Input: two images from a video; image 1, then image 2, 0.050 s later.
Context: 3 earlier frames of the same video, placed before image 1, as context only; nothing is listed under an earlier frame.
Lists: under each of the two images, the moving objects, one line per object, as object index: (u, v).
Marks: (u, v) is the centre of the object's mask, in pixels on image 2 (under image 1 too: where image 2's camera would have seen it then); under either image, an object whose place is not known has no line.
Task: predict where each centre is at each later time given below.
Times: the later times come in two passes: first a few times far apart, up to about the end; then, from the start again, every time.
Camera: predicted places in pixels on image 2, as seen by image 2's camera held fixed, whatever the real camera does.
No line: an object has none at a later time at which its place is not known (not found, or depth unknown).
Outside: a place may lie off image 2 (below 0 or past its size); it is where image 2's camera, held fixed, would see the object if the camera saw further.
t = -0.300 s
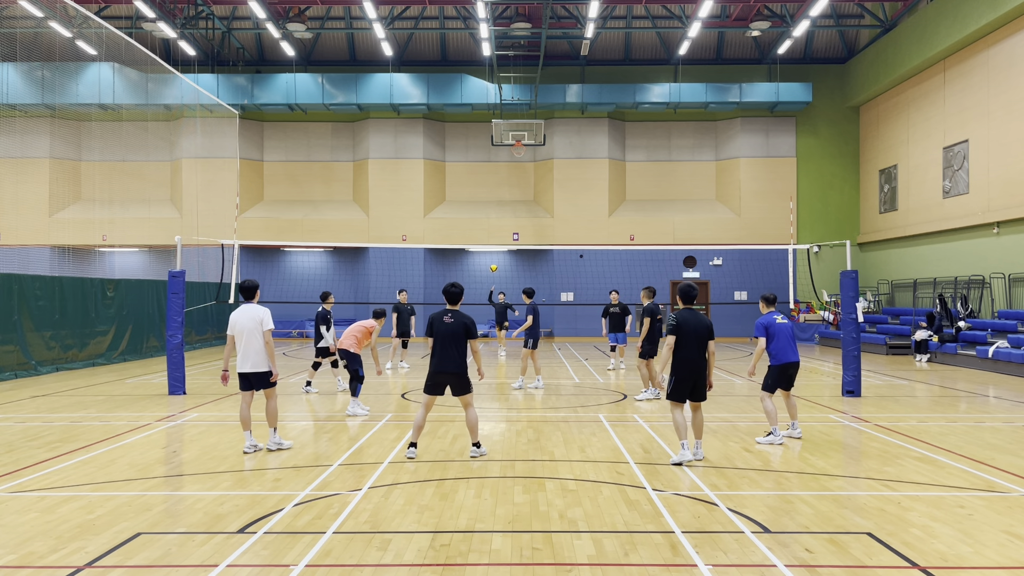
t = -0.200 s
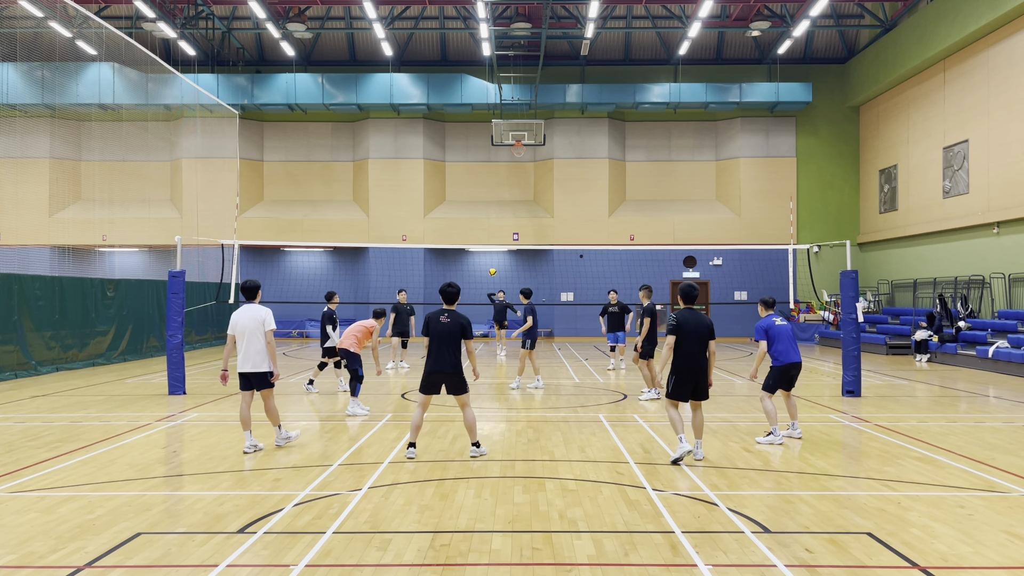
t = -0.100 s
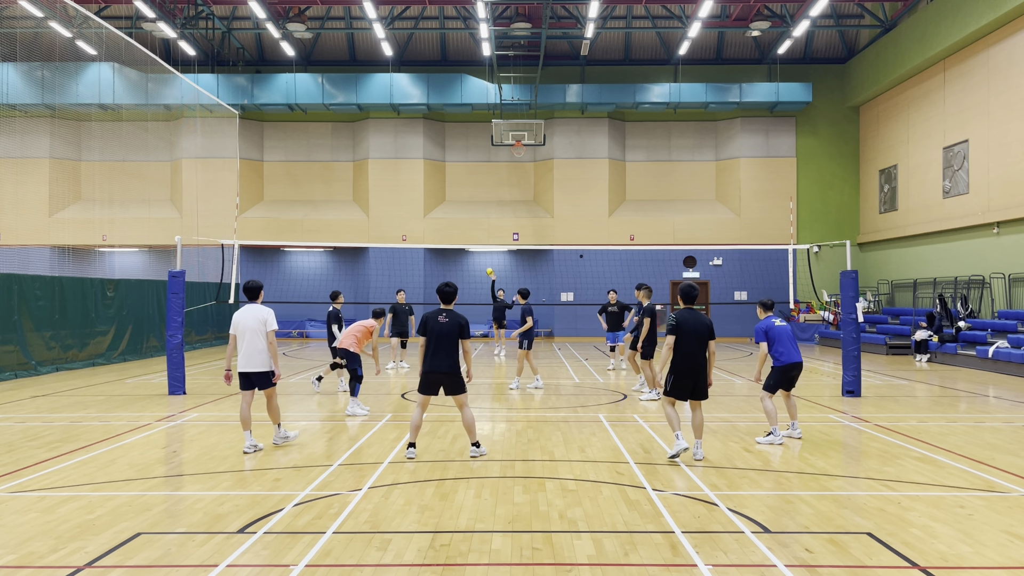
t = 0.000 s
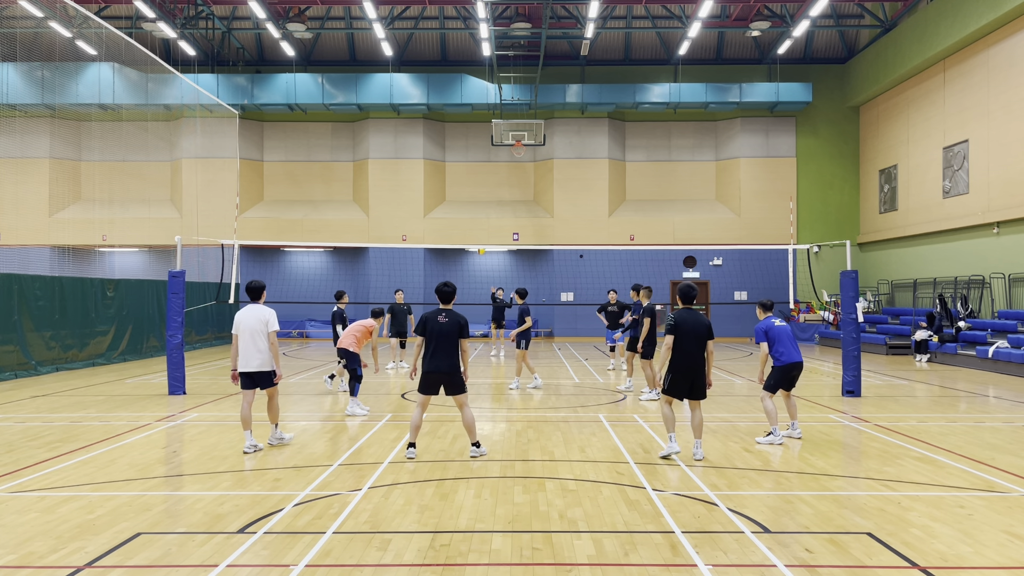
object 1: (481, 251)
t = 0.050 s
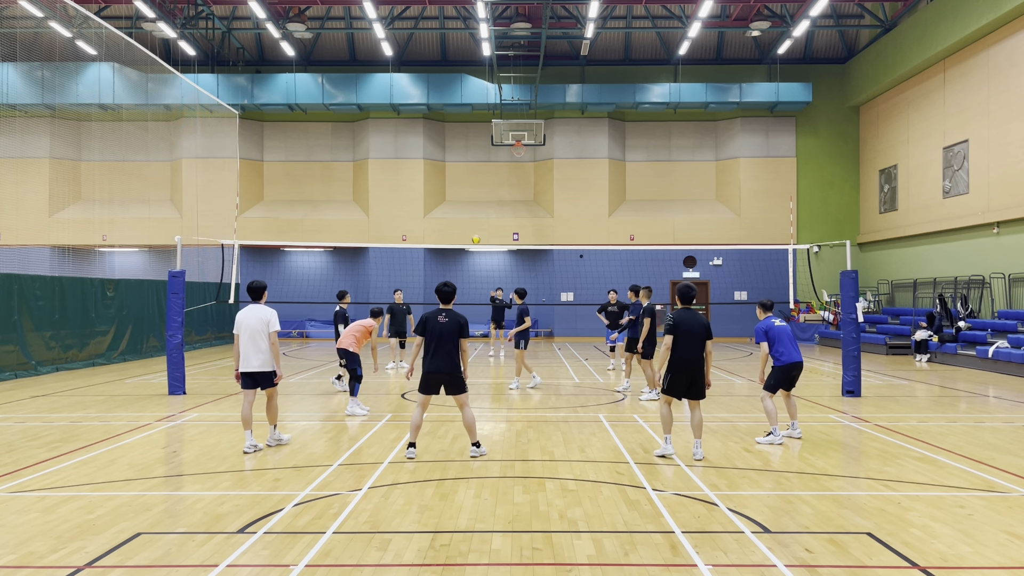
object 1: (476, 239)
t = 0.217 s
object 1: (456, 208)
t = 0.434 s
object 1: (426, 183)
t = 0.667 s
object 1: (385, 171)
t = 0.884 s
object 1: (331, 188)
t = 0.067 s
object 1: (474, 236)
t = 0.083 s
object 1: (472, 232)
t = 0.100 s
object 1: (470, 229)
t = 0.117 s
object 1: (468, 226)
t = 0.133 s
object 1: (466, 223)
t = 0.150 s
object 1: (465, 220)
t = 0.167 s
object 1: (463, 217)
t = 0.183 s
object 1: (460, 214)
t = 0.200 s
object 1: (458, 211)
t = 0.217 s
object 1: (456, 208)
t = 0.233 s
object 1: (454, 206)
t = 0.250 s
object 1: (452, 203)
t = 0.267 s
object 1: (450, 201)
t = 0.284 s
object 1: (447, 198)
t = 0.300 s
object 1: (445, 196)
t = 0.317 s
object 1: (443, 195)
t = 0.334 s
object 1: (441, 193)
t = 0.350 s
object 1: (439, 191)
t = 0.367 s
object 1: (436, 189)
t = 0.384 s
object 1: (434, 187)
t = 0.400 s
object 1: (431, 186)
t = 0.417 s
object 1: (429, 184)
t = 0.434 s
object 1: (426, 183)
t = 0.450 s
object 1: (424, 181)
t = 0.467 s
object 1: (421, 180)
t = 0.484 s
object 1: (418, 178)
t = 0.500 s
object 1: (415, 177)
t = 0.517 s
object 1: (412, 176)
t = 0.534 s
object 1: (410, 176)
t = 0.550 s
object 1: (407, 175)
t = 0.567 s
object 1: (404, 174)
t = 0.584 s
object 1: (401, 173)
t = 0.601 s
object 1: (398, 173)
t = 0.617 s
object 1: (395, 172)
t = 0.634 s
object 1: (391, 172)
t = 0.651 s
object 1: (388, 171)
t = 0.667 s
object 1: (385, 171)
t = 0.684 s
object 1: (381, 171)
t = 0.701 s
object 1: (377, 172)
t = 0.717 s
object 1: (373, 172)
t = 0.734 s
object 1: (369, 173)
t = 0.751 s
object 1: (364, 174)
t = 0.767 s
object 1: (362, 175)
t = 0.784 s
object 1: (358, 176)
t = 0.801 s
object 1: (354, 178)
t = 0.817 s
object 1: (350, 179)
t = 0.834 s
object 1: (345, 181)
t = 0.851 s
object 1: (341, 183)
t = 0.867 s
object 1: (336, 186)
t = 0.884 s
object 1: (331, 188)
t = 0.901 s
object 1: (326, 191)
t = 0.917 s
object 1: (320, 194)
